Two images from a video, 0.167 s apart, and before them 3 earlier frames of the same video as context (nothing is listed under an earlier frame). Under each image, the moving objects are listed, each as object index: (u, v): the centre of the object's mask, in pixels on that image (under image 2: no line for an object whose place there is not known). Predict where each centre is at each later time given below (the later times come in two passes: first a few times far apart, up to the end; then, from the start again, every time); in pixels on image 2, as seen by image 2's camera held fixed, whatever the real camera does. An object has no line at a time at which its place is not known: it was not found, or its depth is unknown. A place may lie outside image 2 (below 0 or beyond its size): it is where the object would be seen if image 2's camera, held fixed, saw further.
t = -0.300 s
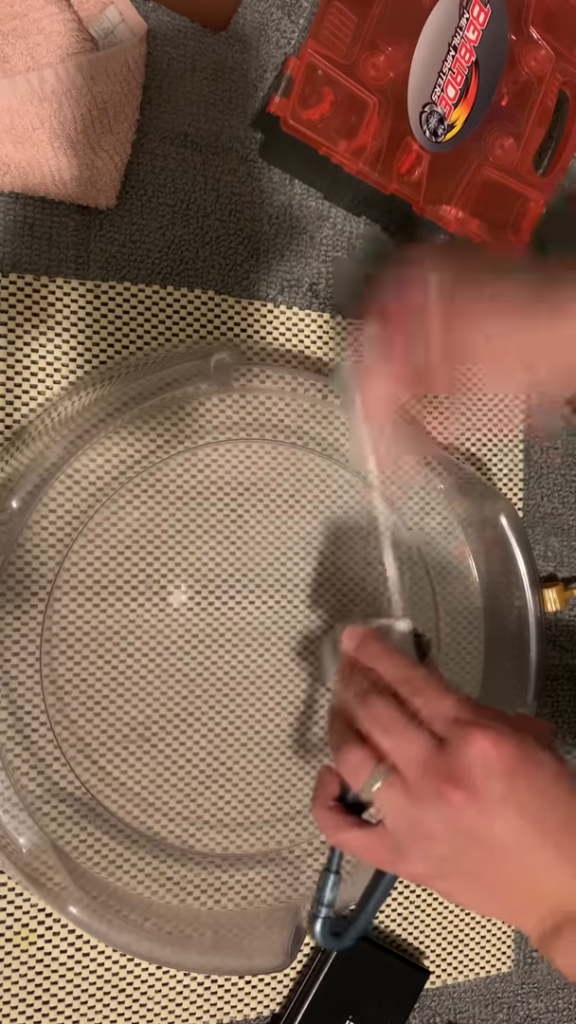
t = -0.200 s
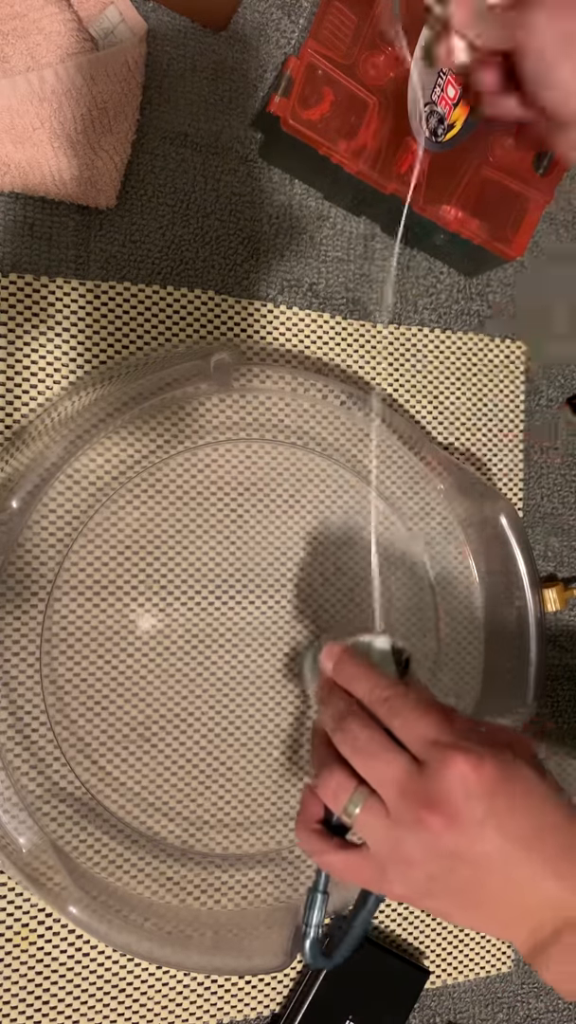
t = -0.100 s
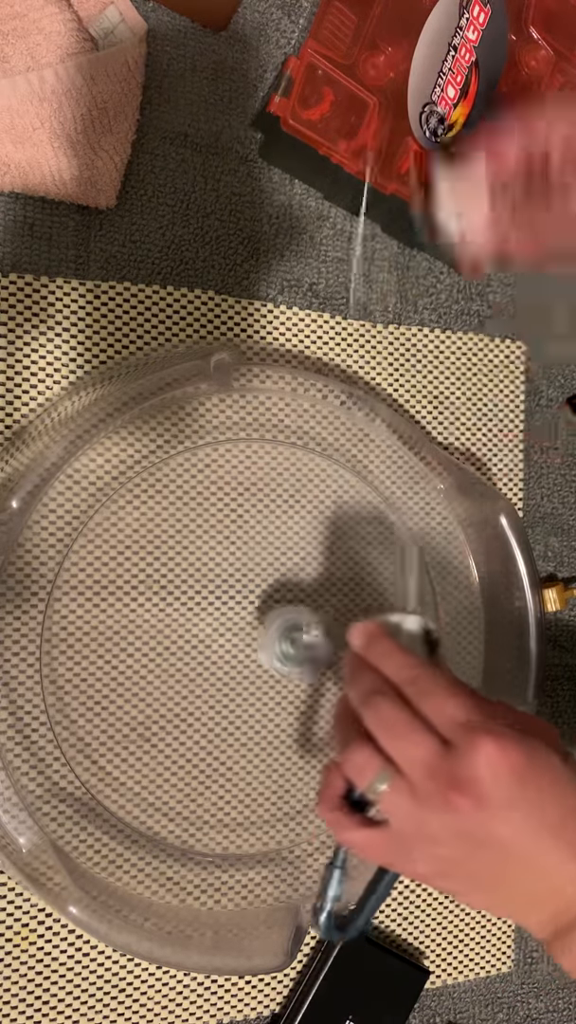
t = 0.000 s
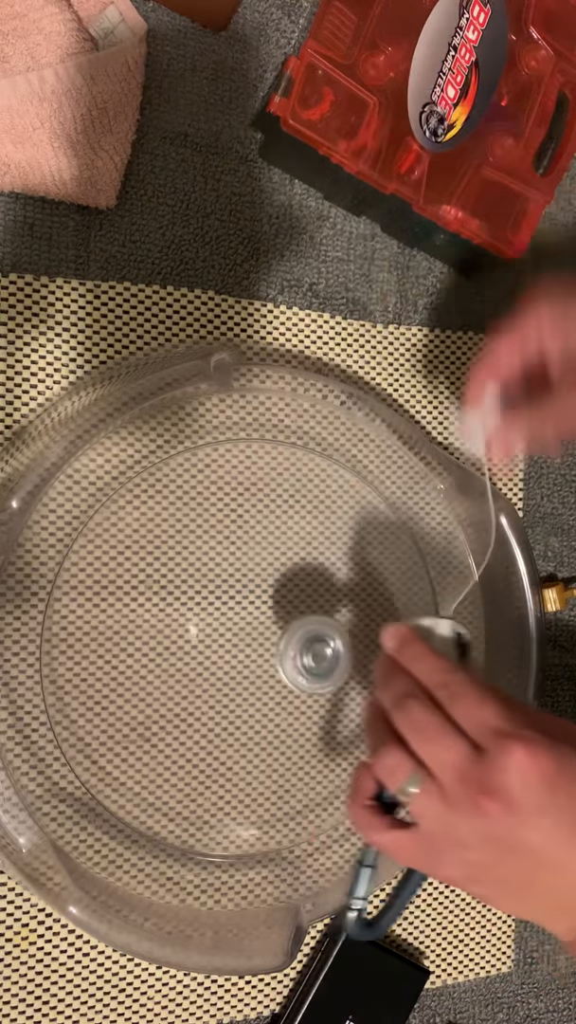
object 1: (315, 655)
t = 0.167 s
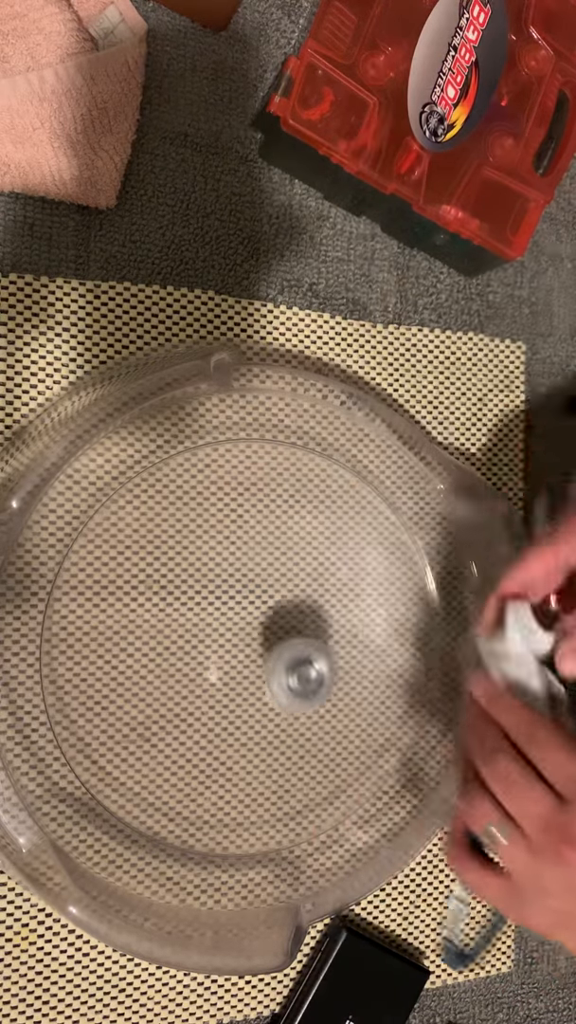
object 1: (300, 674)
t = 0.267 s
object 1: (284, 695)
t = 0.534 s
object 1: (209, 640)
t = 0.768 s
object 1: (332, 572)
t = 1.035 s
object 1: (323, 760)
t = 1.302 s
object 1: (133, 666)
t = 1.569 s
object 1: (291, 509)
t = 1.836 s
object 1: (380, 716)
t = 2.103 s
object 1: (145, 782)
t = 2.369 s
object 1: (176, 518)
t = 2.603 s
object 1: (406, 559)
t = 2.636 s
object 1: (425, 590)
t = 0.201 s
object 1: (293, 680)
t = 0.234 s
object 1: (288, 686)
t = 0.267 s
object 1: (284, 695)
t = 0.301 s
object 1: (278, 700)
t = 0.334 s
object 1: (265, 703)
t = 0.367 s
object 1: (252, 704)
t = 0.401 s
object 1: (237, 701)
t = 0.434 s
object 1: (226, 692)
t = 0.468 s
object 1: (216, 678)
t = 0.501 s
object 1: (211, 660)
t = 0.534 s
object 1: (209, 640)
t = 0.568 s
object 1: (214, 618)
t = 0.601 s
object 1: (225, 599)
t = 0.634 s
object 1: (242, 581)
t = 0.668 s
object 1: (262, 569)
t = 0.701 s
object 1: (283, 564)
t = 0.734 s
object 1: (309, 564)
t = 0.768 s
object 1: (332, 572)
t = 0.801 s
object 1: (352, 588)
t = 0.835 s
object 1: (368, 609)
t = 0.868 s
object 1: (377, 635)
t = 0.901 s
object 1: (381, 663)
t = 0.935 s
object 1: (375, 693)
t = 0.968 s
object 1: (364, 719)
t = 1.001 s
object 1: (345, 742)
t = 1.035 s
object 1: (323, 760)
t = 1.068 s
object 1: (296, 772)
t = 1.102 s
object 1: (267, 777)
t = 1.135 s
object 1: (236, 777)
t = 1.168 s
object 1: (207, 766)
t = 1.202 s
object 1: (178, 749)
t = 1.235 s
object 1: (158, 722)
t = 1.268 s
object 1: (141, 696)
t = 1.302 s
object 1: (133, 666)
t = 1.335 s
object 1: (132, 631)
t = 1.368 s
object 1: (140, 599)
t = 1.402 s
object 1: (157, 570)
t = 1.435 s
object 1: (177, 547)
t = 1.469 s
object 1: (203, 528)
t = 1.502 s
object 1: (232, 514)
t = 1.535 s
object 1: (261, 507)
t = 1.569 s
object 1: (291, 509)
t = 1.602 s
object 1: (319, 518)
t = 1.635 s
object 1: (346, 534)
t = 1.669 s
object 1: (366, 554)
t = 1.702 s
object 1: (381, 580)
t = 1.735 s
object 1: (390, 612)
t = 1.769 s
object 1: (393, 646)
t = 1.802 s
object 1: (390, 680)
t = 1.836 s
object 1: (380, 716)
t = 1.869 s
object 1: (363, 746)
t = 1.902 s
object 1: (341, 770)
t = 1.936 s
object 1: (311, 794)
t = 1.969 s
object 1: (282, 809)
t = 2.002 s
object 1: (247, 815)
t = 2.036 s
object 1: (210, 812)
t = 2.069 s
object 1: (174, 801)
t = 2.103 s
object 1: (145, 782)
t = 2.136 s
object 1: (122, 754)
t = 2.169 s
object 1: (102, 724)
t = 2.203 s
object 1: (95, 685)
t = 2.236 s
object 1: (94, 650)
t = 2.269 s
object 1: (102, 612)
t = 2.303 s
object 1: (119, 576)
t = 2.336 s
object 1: (146, 544)
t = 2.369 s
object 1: (176, 518)
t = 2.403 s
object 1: (214, 498)
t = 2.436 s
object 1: (250, 489)
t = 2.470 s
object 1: (288, 488)
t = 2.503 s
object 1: (324, 496)
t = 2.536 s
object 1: (355, 511)
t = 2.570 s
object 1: (382, 532)
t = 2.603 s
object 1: (406, 559)
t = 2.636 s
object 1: (425, 590)
